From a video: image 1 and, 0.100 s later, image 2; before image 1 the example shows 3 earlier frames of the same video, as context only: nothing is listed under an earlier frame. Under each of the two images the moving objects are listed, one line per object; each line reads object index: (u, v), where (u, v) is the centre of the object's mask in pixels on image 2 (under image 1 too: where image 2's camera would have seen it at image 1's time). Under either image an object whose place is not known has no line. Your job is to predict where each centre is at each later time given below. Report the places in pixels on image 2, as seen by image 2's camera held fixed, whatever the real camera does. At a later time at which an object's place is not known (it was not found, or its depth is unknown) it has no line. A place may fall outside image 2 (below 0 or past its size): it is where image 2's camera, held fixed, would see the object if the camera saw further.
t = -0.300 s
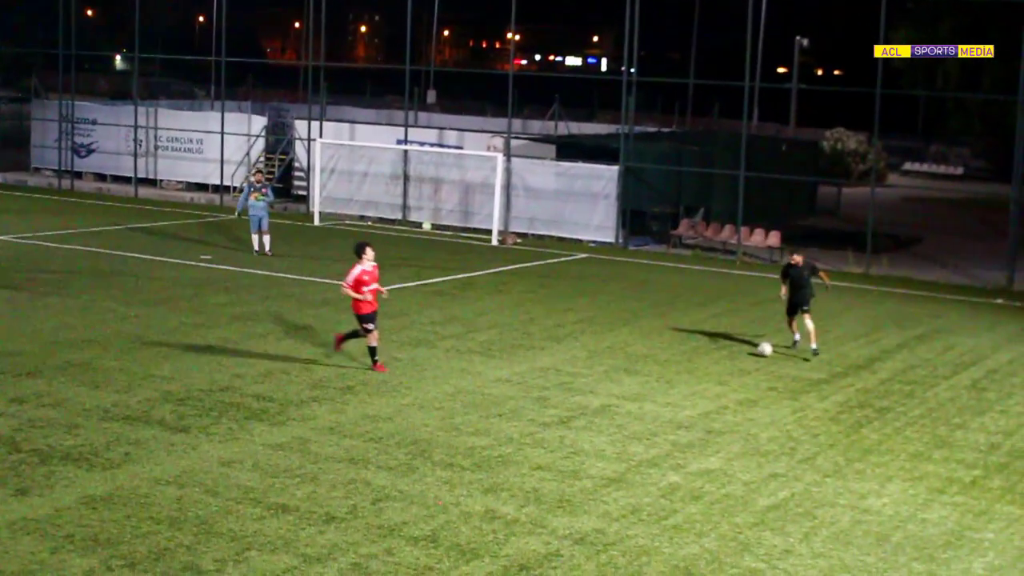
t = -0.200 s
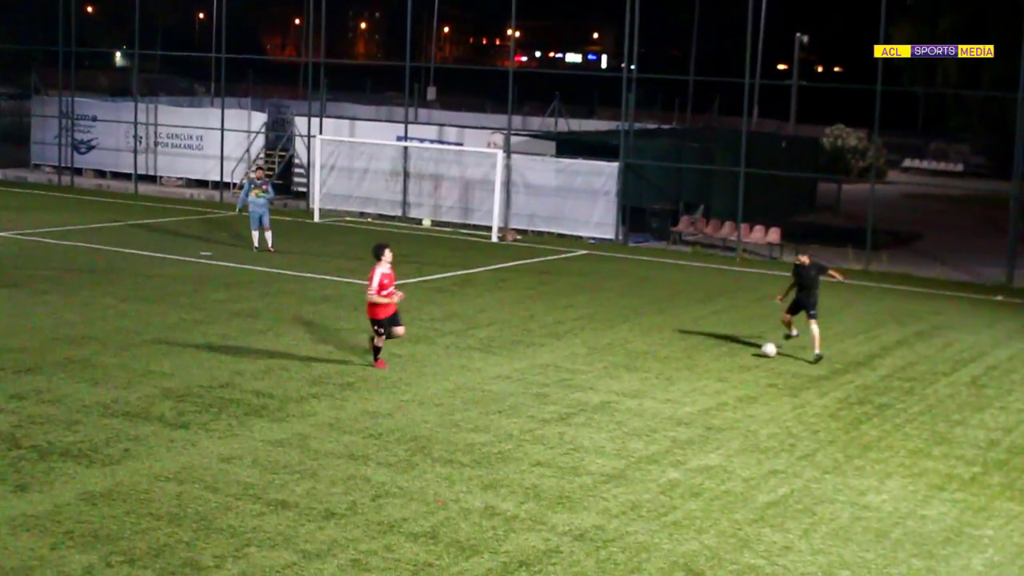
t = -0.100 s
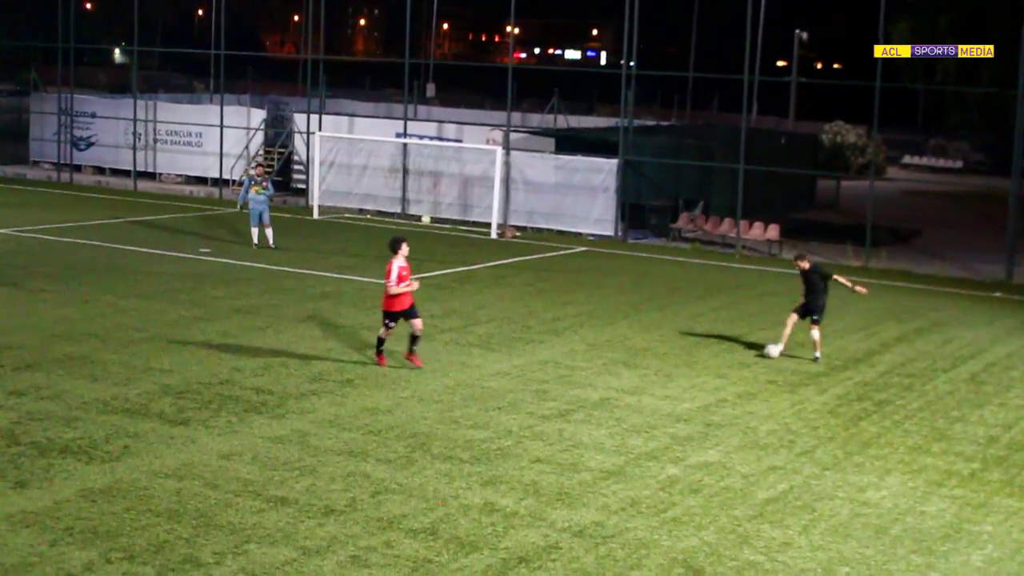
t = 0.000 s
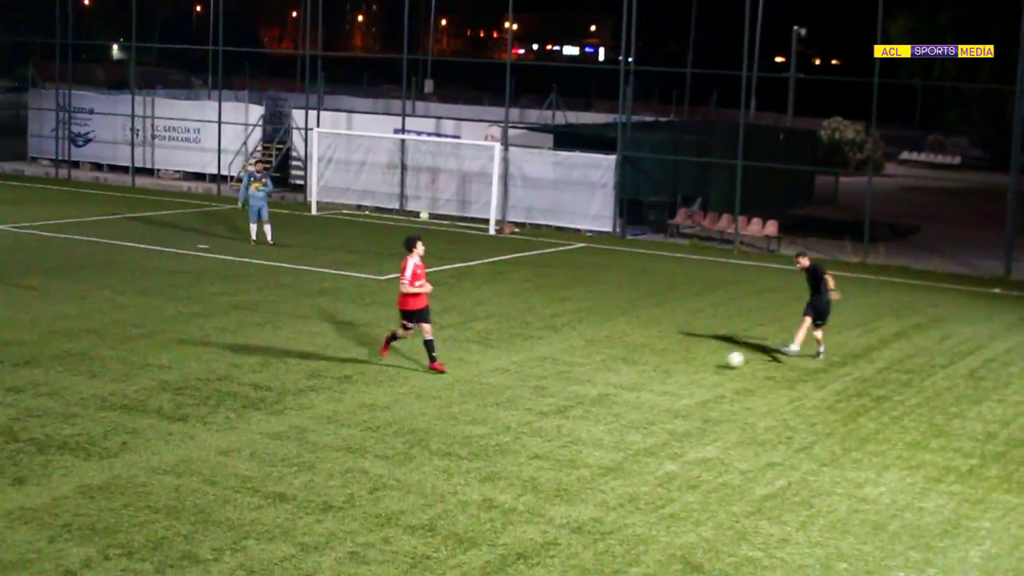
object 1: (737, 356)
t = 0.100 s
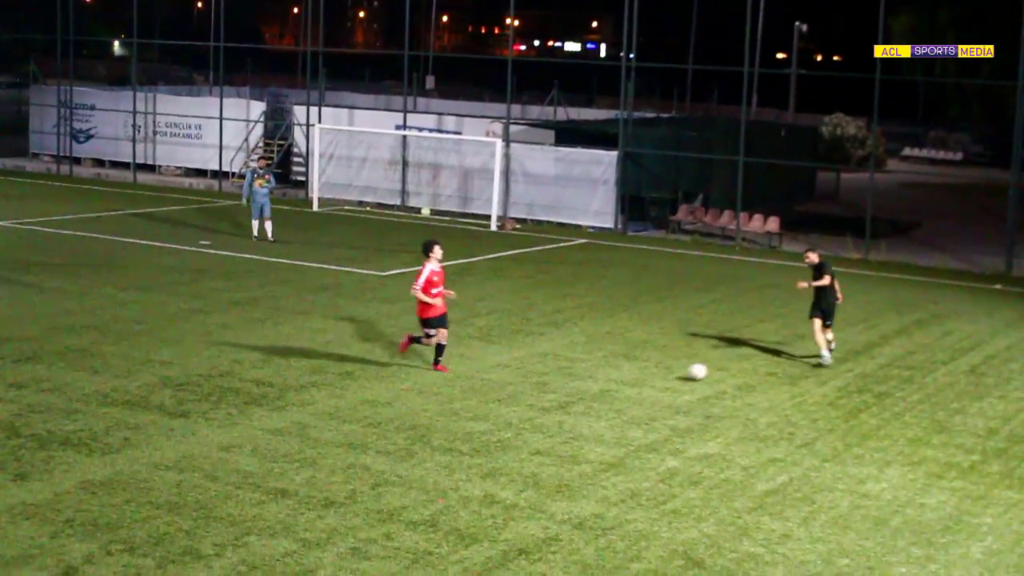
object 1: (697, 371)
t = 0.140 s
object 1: (680, 377)
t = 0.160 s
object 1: (672, 380)
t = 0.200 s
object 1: (656, 387)
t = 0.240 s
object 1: (639, 394)
